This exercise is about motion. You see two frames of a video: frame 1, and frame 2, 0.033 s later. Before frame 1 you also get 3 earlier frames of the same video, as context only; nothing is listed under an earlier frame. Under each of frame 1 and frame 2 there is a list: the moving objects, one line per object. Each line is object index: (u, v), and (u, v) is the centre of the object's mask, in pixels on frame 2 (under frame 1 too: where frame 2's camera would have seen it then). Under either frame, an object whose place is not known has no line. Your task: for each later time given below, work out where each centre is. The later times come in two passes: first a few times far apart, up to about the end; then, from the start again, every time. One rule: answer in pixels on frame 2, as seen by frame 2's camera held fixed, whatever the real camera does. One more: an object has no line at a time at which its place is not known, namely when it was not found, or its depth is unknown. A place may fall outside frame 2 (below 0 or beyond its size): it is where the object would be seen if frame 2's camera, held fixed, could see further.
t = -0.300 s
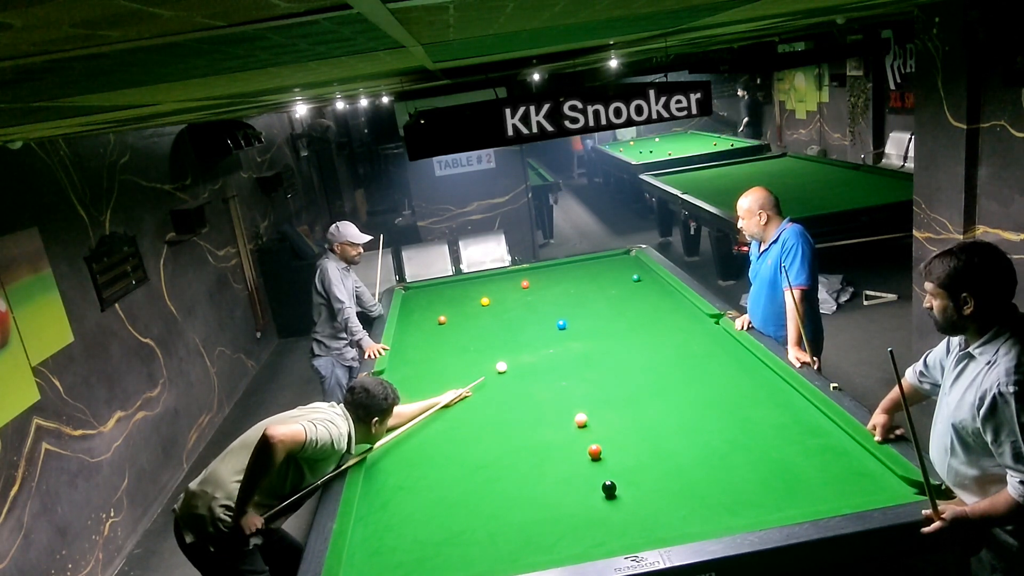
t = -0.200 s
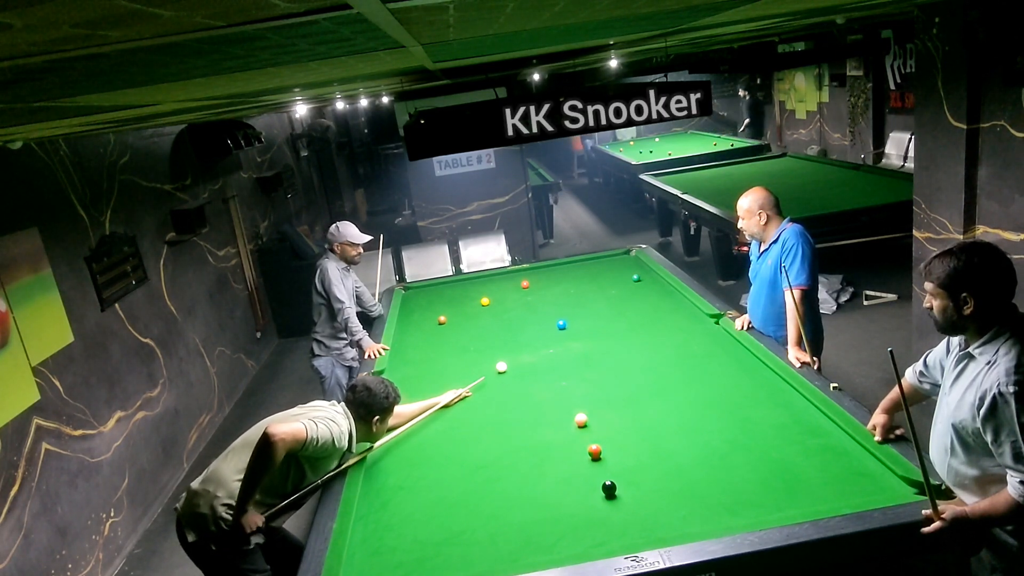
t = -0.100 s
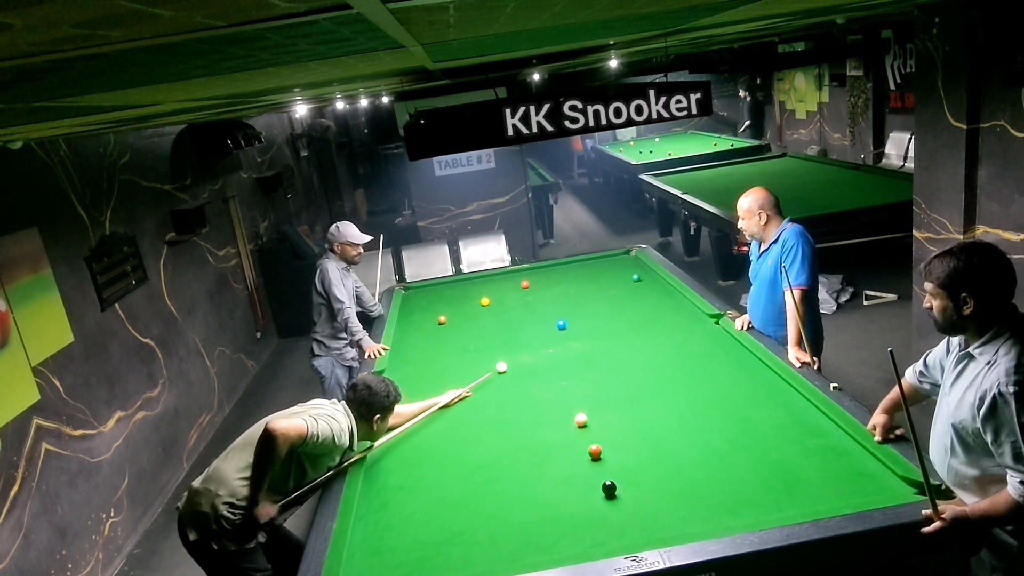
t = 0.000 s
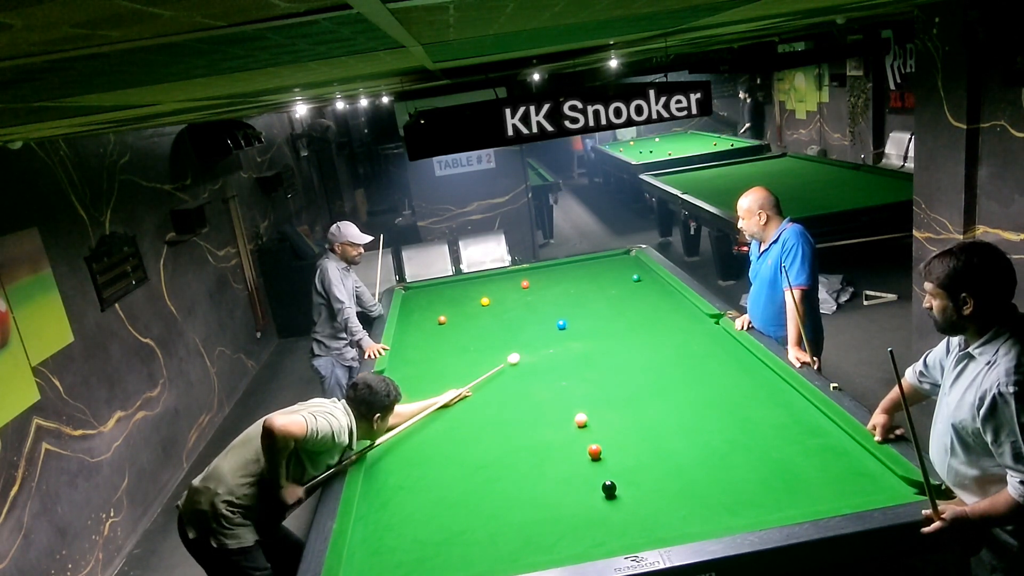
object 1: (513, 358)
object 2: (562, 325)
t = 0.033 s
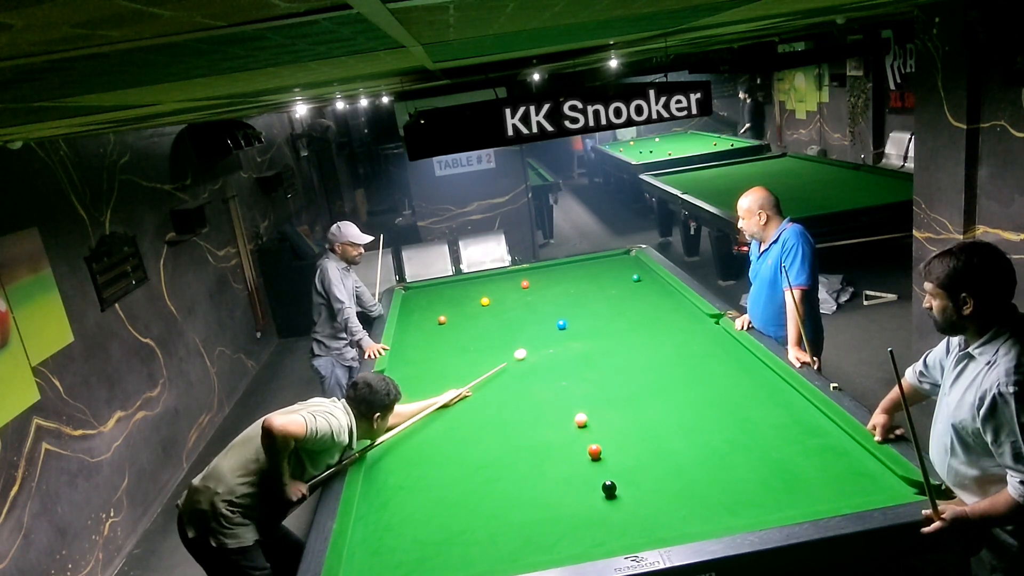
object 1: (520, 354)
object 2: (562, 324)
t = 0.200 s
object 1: (547, 336)
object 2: (562, 324)
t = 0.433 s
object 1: (573, 325)
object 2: (568, 315)
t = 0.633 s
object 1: (592, 319)
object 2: (574, 305)
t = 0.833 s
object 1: (610, 314)
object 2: (580, 296)
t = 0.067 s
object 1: (526, 350)
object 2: (562, 324)
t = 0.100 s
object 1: (531, 347)
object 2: (562, 324)
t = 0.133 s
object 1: (536, 343)
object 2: (562, 324)
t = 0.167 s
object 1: (542, 340)
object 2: (562, 325)
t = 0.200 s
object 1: (547, 336)
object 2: (562, 324)
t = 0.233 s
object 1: (552, 333)
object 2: (562, 324)
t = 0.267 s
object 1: (556, 330)
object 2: (563, 324)
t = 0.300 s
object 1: (560, 328)
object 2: (563, 322)
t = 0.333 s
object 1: (564, 327)
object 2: (563, 319)
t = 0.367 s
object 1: (567, 327)
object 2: (565, 318)
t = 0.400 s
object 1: (570, 326)
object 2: (566, 317)
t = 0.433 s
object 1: (573, 325)
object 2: (568, 315)
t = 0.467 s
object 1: (576, 324)
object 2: (569, 313)
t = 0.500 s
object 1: (580, 323)
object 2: (570, 311)
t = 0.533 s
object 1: (583, 322)
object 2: (571, 310)
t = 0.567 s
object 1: (586, 321)
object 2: (572, 308)
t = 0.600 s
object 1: (589, 320)
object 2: (573, 306)
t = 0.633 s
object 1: (592, 319)
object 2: (574, 305)
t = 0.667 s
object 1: (595, 318)
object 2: (575, 304)
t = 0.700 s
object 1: (598, 317)
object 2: (576, 301)
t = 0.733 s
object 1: (601, 317)
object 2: (577, 300)
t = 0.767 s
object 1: (604, 316)
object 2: (578, 299)
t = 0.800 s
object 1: (607, 315)
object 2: (579, 297)
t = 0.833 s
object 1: (610, 314)
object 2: (580, 296)
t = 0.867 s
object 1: (613, 313)
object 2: (581, 294)
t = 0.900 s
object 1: (616, 312)
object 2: (582, 293)
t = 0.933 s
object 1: (619, 312)
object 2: (583, 292)
